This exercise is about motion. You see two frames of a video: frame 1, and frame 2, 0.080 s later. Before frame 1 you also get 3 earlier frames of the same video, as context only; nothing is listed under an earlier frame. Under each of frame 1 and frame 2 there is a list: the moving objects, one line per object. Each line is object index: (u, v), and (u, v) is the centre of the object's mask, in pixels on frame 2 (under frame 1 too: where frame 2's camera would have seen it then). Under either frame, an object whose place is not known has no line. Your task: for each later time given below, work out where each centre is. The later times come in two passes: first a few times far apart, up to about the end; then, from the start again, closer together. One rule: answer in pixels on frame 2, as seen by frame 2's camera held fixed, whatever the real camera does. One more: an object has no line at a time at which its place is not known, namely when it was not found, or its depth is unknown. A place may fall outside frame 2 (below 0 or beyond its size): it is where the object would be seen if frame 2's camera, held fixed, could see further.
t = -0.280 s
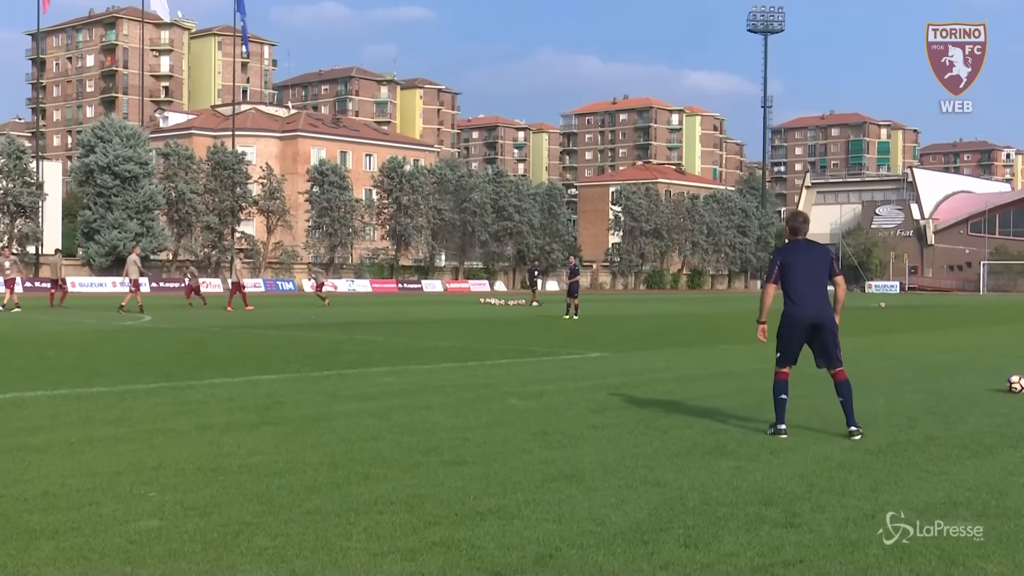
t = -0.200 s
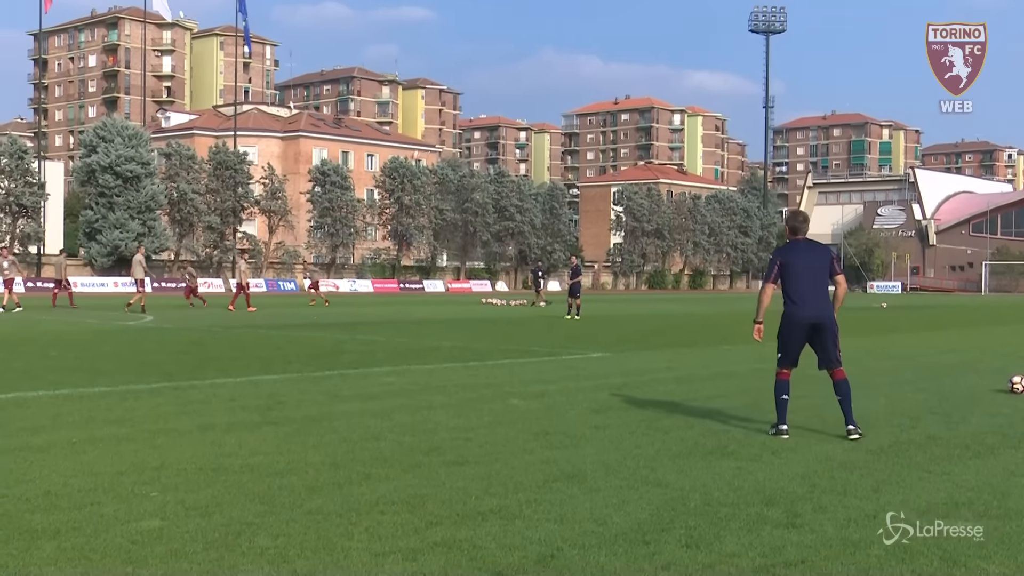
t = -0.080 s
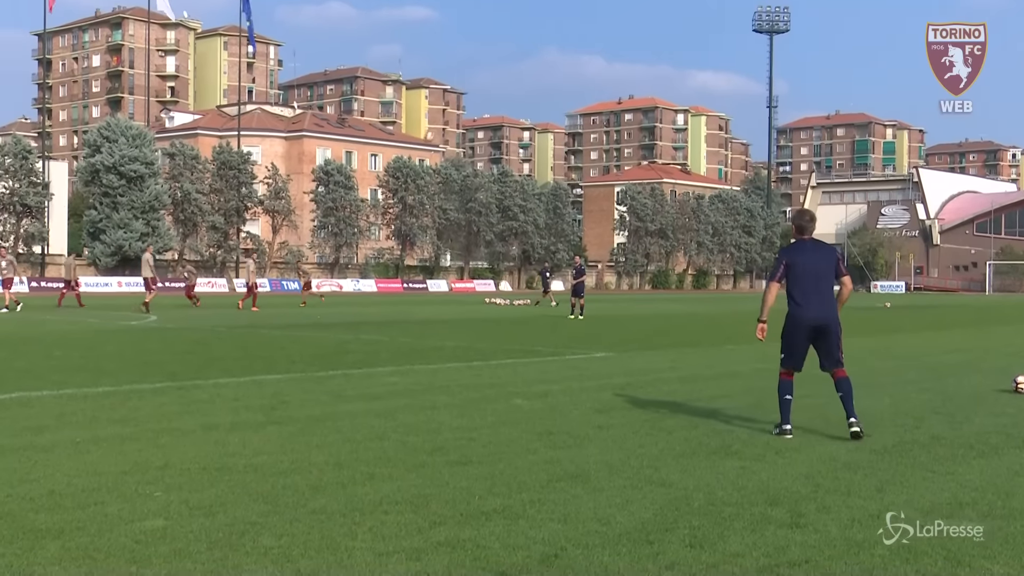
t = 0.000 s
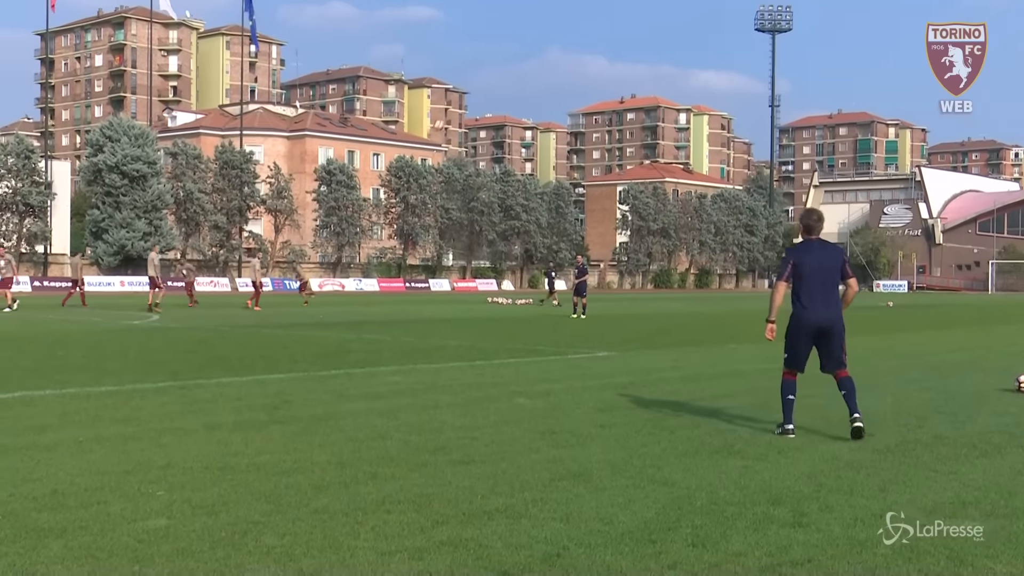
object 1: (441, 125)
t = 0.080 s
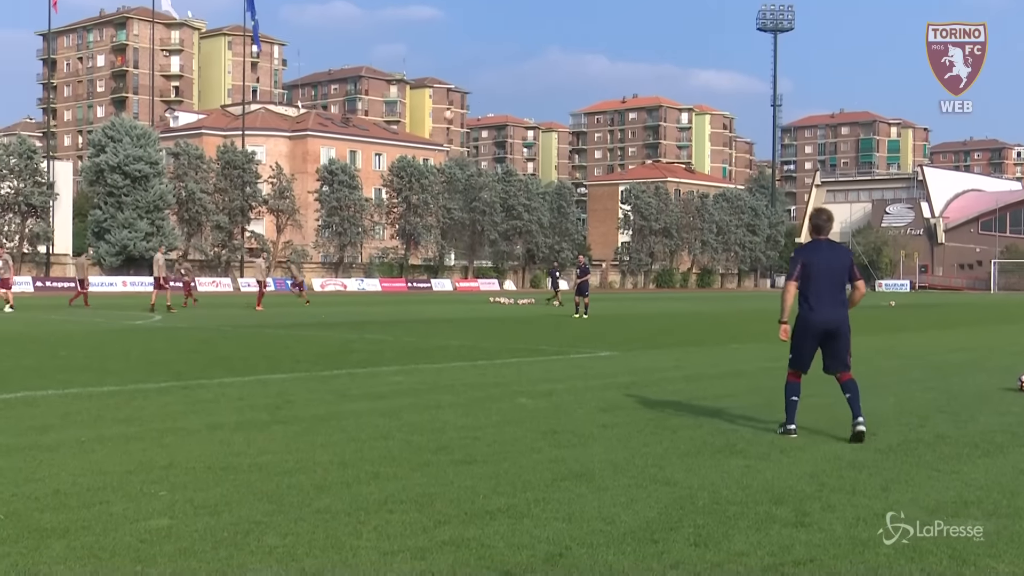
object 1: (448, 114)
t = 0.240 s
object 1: (466, 101)
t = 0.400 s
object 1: (487, 95)
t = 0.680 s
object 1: (534, 110)
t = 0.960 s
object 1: (604, 181)
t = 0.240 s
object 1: (466, 101)
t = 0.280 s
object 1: (471, 99)
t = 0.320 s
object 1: (476, 97)
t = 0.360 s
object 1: (481, 96)
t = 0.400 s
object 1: (487, 95)
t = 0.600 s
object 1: (518, 102)
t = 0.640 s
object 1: (526, 106)
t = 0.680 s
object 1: (534, 110)
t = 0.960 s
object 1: (604, 181)
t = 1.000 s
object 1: (617, 196)
